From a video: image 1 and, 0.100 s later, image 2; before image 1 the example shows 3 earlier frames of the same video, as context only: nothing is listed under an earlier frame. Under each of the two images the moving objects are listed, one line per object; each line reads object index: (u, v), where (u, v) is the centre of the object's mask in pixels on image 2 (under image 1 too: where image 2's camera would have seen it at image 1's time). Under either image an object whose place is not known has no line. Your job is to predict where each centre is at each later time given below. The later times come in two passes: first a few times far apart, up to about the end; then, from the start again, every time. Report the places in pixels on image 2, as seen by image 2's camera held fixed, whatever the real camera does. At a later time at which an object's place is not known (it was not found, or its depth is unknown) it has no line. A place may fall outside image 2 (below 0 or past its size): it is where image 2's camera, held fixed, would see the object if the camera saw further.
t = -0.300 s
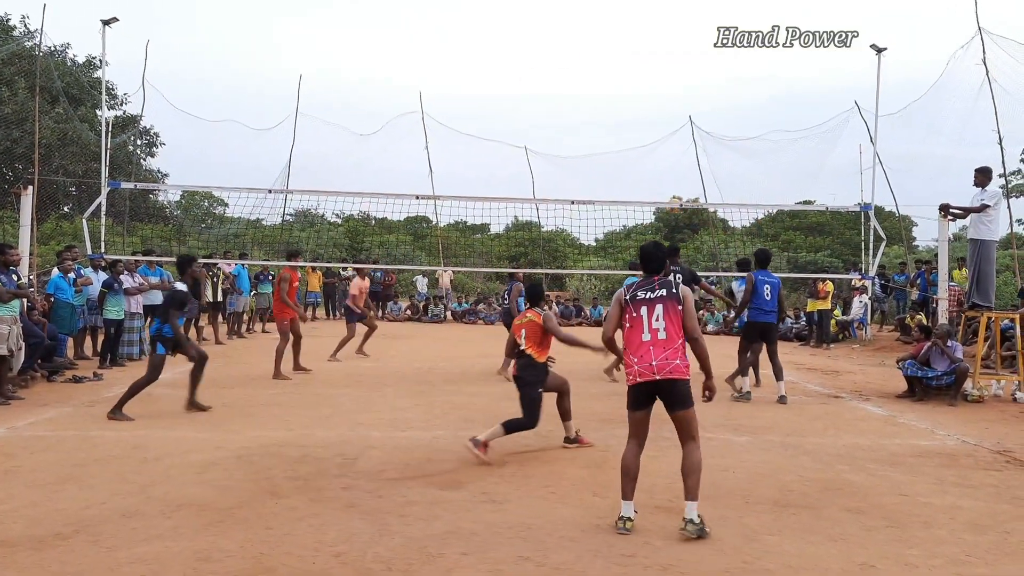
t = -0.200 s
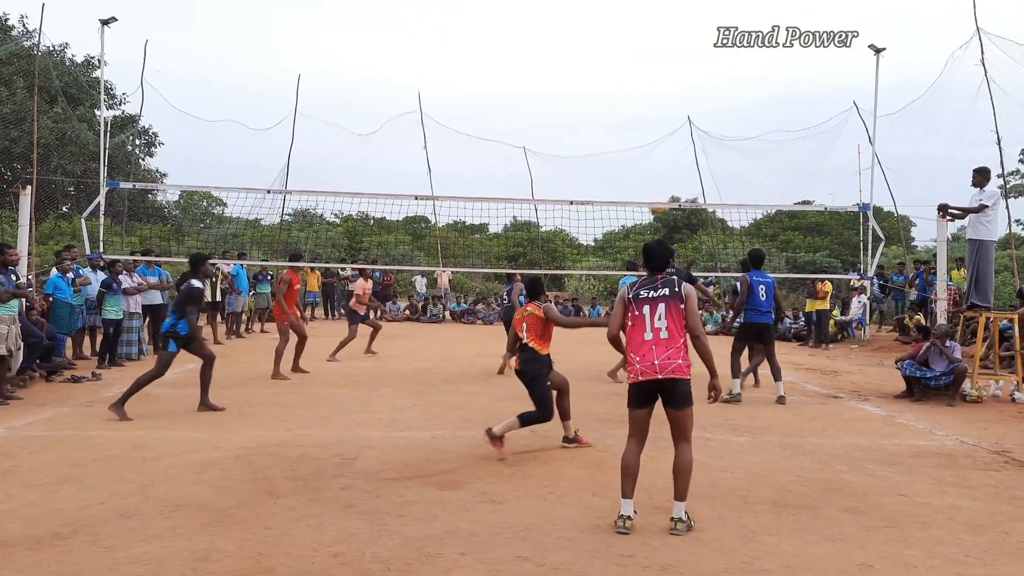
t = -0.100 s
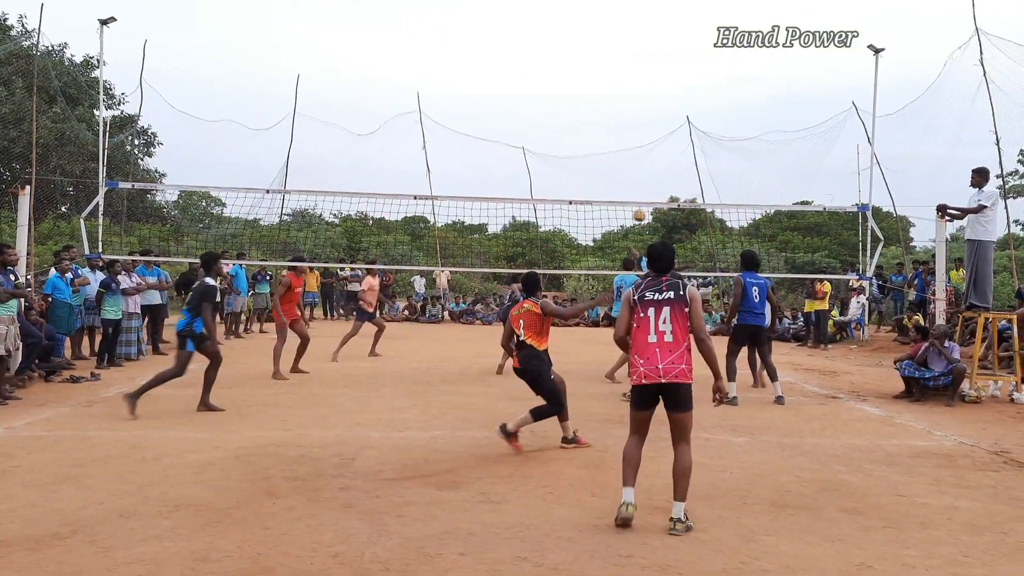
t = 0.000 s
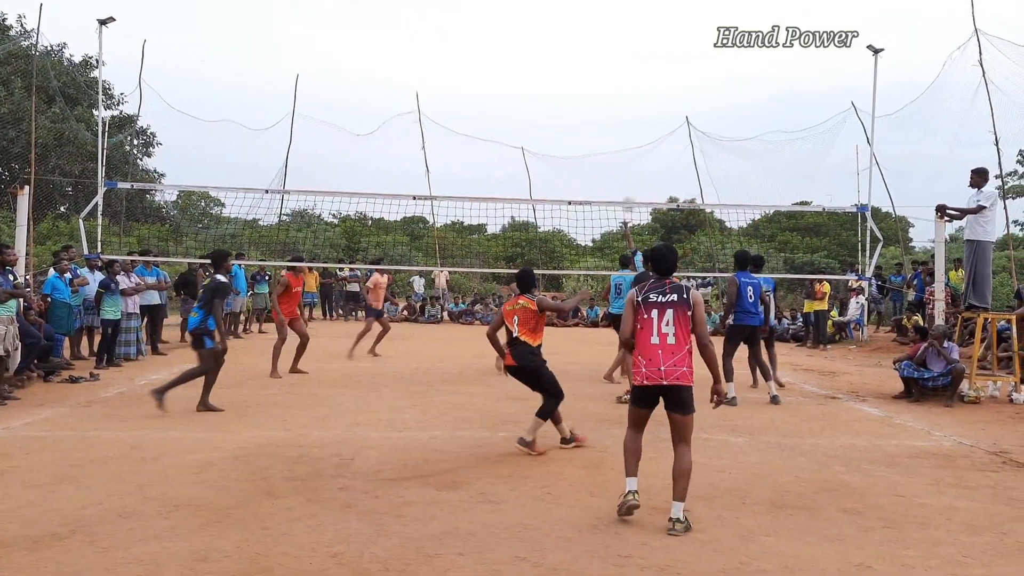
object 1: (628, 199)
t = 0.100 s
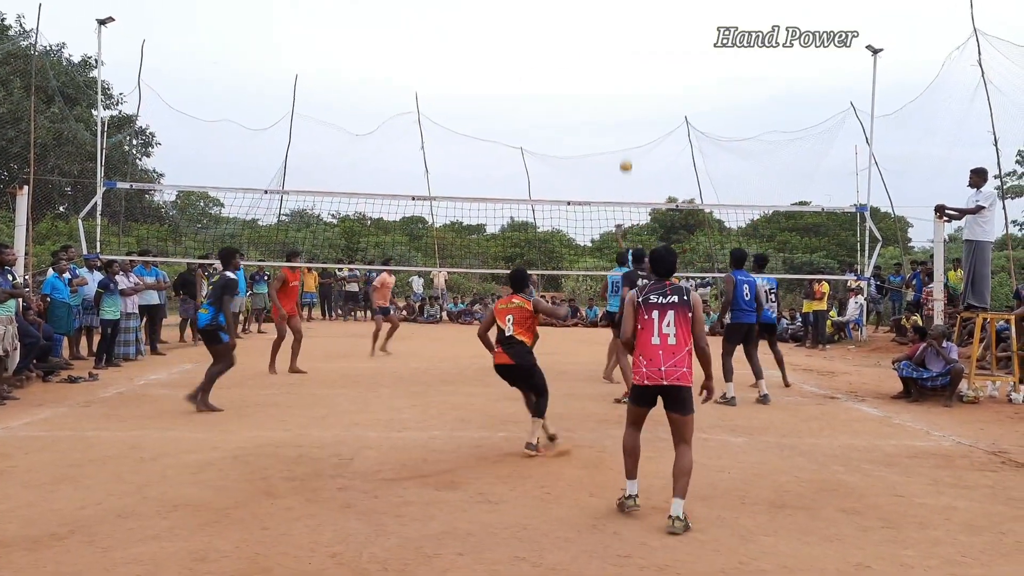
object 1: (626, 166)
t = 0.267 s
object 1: (622, 117)
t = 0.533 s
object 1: (615, 75)
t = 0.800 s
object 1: (607, 77)
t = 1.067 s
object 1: (598, 118)
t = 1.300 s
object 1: (590, 183)
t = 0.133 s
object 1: (625, 155)
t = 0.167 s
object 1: (624, 144)
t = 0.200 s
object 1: (624, 134)
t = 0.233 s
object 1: (623, 125)
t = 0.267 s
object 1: (622, 117)
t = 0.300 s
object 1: (621, 110)
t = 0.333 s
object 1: (621, 103)
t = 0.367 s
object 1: (620, 96)
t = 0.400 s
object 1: (619, 91)
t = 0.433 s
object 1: (618, 86)
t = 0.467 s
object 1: (617, 82)
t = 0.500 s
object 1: (616, 78)
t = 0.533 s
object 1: (615, 75)
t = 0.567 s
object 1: (614, 73)
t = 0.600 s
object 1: (613, 72)
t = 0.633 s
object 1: (612, 71)
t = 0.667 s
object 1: (611, 71)
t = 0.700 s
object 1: (610, 71)
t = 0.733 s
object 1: (609, 72)
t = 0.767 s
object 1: (608, 74)
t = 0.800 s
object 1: (607, 77)
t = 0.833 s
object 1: (606, 80)
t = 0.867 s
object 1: (605, 83)
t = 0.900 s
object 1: (604, 87)
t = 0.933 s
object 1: (603, 92)
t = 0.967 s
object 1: (602, 97)
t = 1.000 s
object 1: (601, 103)
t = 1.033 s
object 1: (599, 110)
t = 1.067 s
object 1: (598, 118)
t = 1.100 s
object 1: (597, 126)
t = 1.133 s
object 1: (596, 134)
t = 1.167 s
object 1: (595, 142)
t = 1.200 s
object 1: (593, 152)
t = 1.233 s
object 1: (592, 162)
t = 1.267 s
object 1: (591, 173)
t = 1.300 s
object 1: (590, 183)
